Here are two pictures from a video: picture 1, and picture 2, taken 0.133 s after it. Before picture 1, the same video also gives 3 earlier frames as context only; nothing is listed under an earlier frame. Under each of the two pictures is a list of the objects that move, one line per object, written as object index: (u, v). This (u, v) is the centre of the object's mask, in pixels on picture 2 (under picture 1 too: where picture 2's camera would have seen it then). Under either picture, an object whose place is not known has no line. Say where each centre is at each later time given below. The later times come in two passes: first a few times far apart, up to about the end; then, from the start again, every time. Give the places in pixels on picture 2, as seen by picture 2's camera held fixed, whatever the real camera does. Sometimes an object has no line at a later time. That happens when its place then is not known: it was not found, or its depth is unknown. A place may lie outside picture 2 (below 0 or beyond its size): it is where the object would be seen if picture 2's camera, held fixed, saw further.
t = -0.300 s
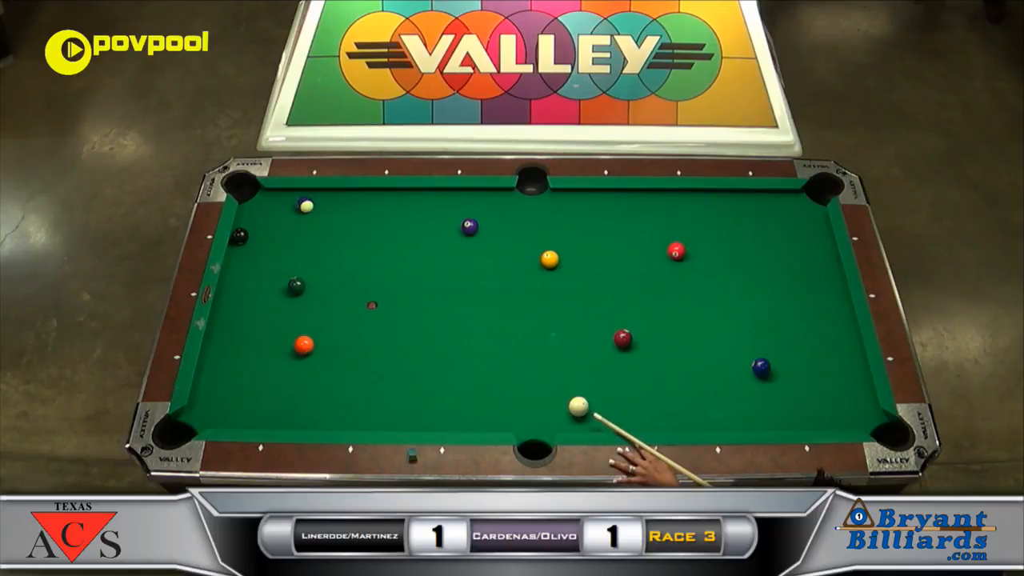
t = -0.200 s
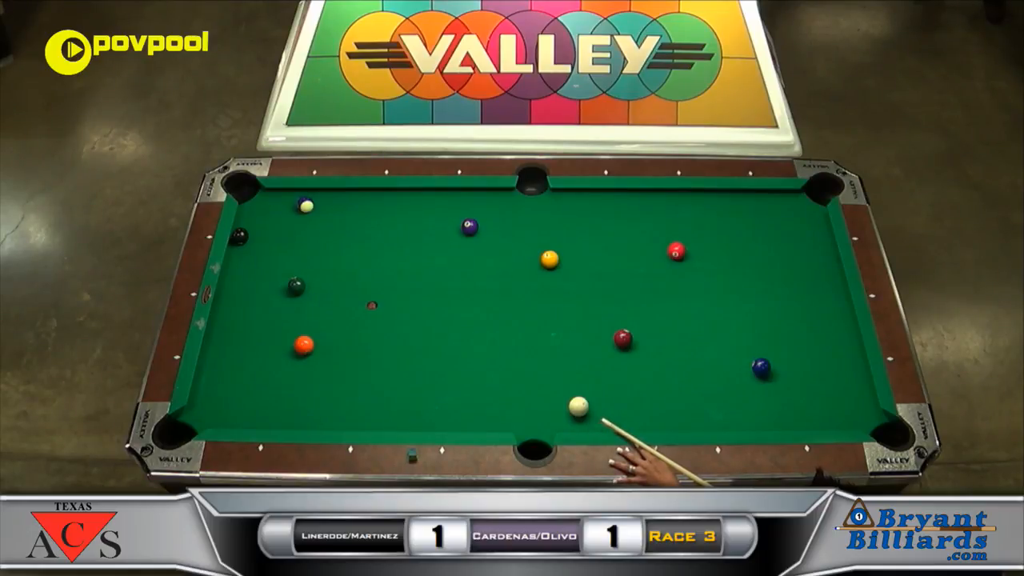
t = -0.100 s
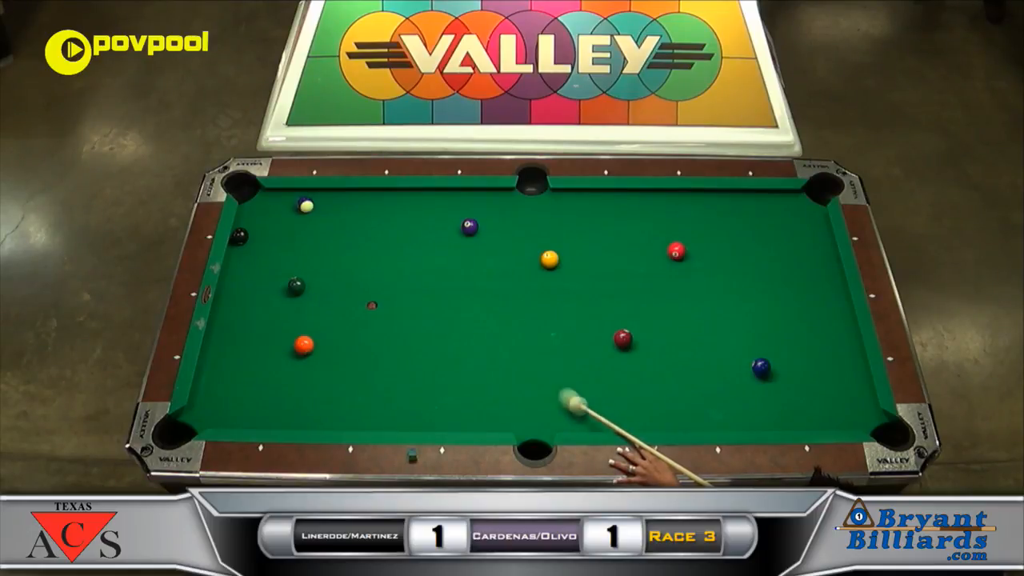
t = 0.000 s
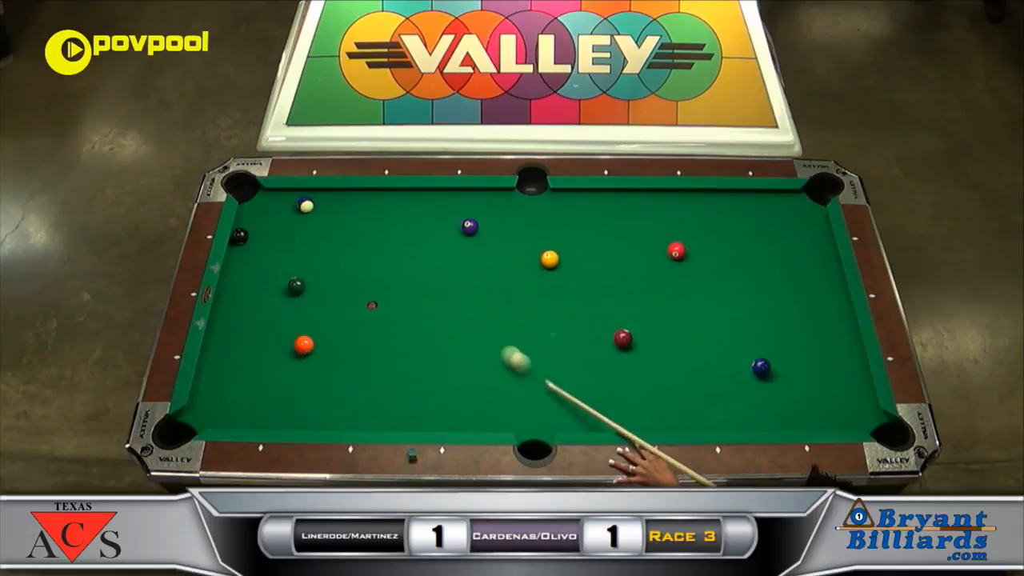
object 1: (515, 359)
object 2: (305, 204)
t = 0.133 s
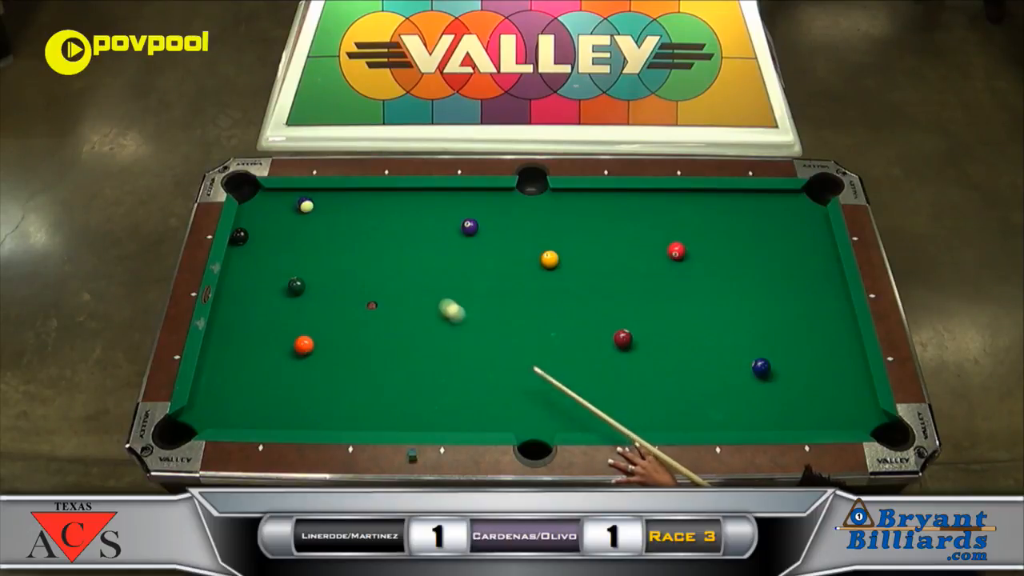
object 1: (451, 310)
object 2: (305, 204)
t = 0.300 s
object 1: (382, 257)
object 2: (305, 204)
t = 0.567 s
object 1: (324, 197)
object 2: (269, 197)
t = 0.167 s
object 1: (437, 299)
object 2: (305, 204)
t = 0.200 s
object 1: (423, 289)
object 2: (305, 204)
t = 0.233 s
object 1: (409, 278)
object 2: (305, 204)
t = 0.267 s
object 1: (396, 268)
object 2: (305, 204)
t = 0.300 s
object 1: (382, 257)
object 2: (305, 204)
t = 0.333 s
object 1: (369, 248)
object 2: (305, 204)
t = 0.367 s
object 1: (357, 238)
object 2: (305, 204)
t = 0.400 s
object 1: (344, 228)
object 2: (305, 204)
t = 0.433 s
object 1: (332, 219)
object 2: (305, 204)
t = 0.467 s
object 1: (322, 210)
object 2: (305, 204)
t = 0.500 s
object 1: (321, 205)
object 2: (294, 201)
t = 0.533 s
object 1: (323, 201)
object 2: (282, 197)
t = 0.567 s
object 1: (324, 197)
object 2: (269, 197)
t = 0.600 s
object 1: (325, 194)
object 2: (259, 198)
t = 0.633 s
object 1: (324, 197)
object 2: (252, 200)
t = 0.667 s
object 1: (323, 200)
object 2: (246, 202)
